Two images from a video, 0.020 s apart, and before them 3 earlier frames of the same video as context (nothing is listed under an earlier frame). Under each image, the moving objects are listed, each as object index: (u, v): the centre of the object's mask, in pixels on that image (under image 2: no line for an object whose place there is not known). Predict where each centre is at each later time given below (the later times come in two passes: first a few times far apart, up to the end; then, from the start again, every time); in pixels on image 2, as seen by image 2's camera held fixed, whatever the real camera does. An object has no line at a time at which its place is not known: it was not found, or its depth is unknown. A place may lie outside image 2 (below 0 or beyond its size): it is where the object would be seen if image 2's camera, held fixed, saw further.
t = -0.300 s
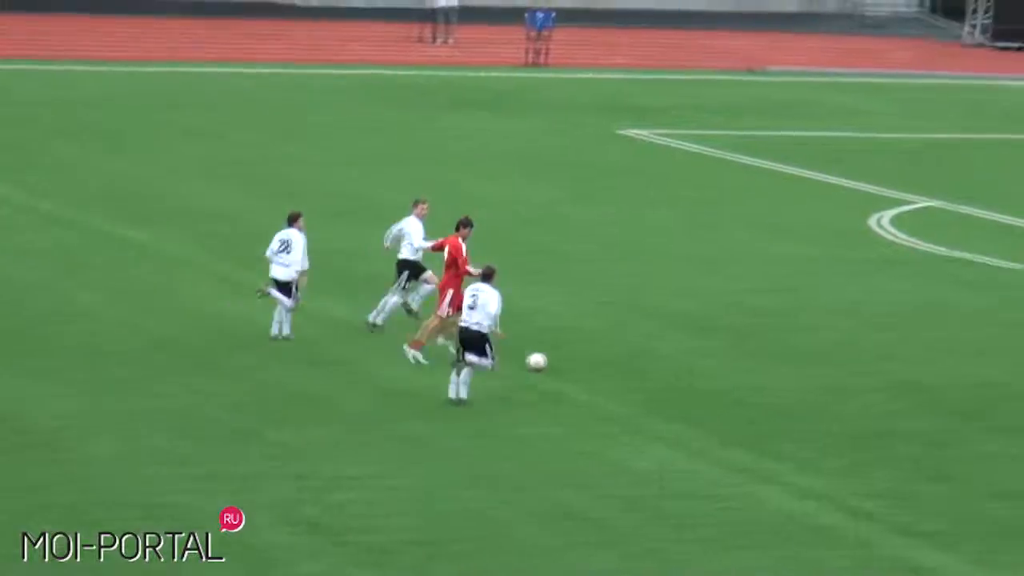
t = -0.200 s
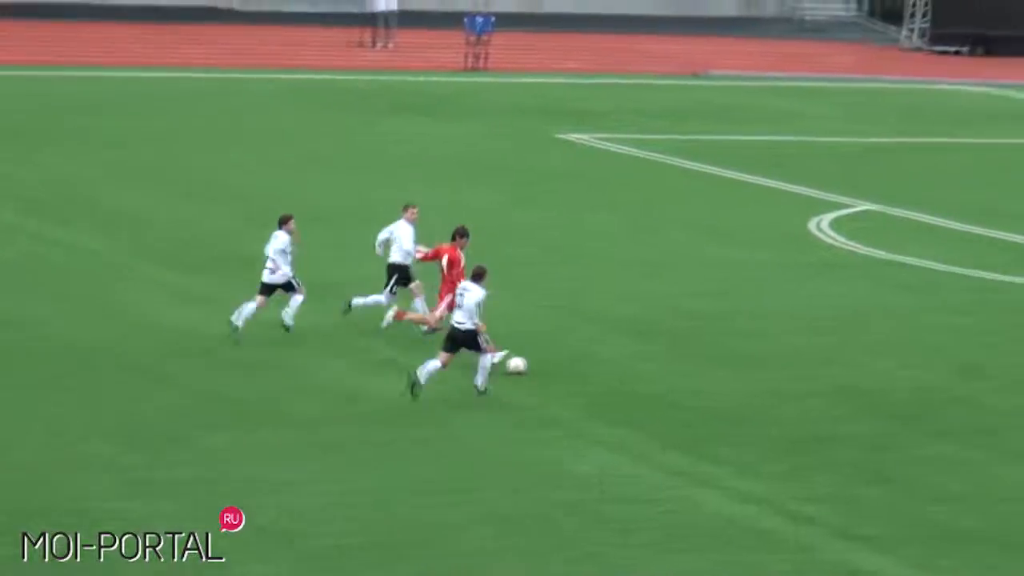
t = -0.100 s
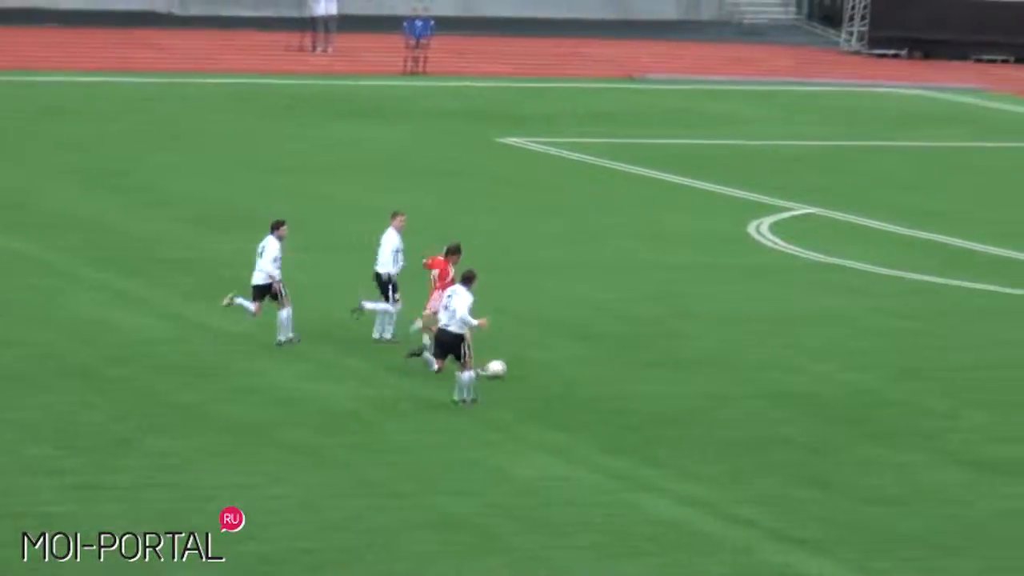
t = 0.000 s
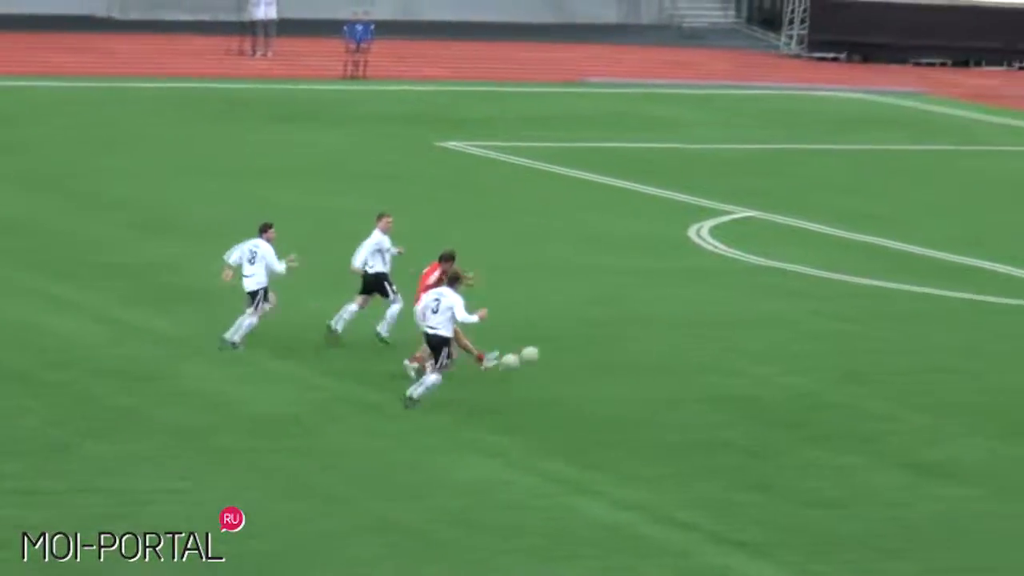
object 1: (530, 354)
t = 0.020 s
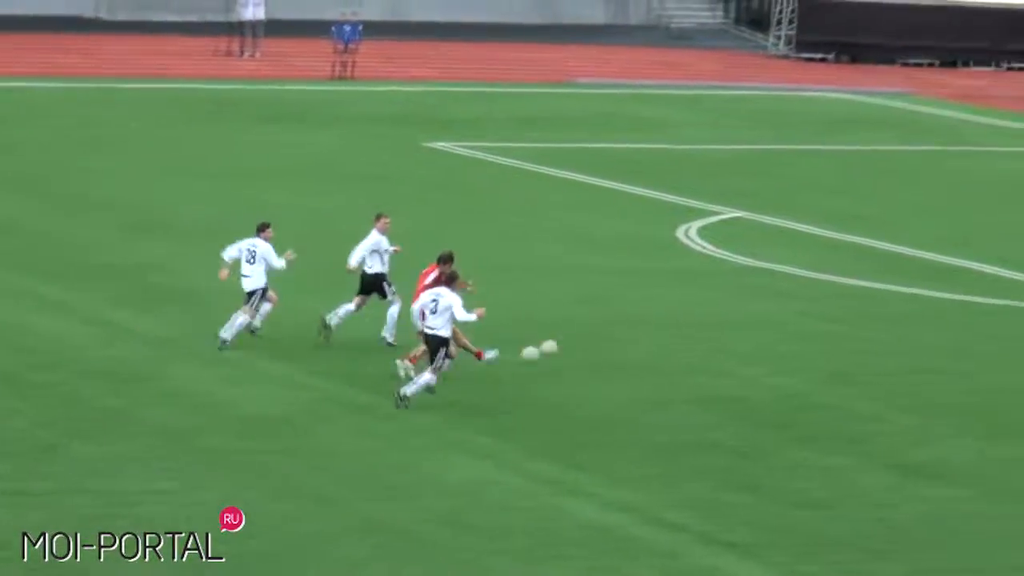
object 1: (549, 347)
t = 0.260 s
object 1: (869, 291)
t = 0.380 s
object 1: (995, 286)
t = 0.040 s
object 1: (579, 340)
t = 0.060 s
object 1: (605, 333)
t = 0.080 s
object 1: (634, 327)
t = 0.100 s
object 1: (662, 322)
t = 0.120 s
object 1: (690, 316)
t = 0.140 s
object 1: (717, 311)
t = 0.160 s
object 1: (743, 307)
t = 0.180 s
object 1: (770, 303)
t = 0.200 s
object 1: (795, 300)
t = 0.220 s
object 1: (819, 296)
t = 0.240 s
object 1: (845, 293)
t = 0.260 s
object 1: (869, 291)
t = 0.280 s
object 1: (885, 289)
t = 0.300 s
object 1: (900, 290)
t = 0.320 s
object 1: (929, 287)
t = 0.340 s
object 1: (951, 285)
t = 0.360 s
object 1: (974, 285)
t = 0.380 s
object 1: (995, 286)
